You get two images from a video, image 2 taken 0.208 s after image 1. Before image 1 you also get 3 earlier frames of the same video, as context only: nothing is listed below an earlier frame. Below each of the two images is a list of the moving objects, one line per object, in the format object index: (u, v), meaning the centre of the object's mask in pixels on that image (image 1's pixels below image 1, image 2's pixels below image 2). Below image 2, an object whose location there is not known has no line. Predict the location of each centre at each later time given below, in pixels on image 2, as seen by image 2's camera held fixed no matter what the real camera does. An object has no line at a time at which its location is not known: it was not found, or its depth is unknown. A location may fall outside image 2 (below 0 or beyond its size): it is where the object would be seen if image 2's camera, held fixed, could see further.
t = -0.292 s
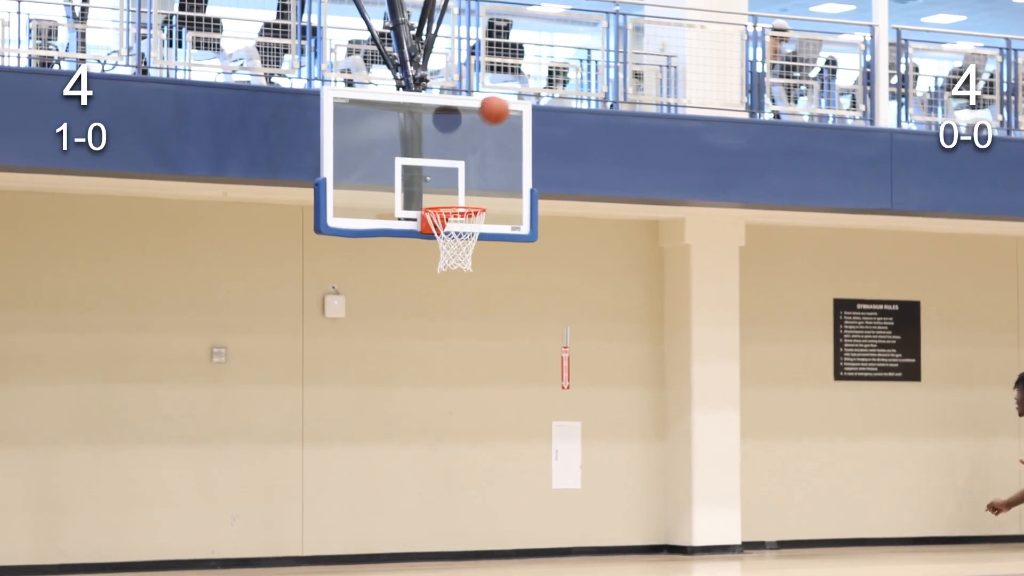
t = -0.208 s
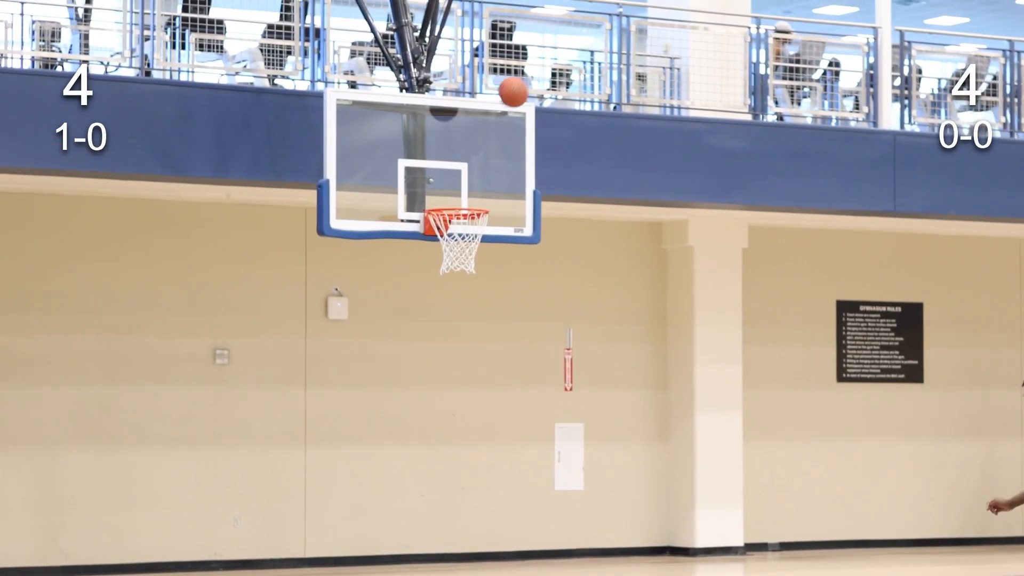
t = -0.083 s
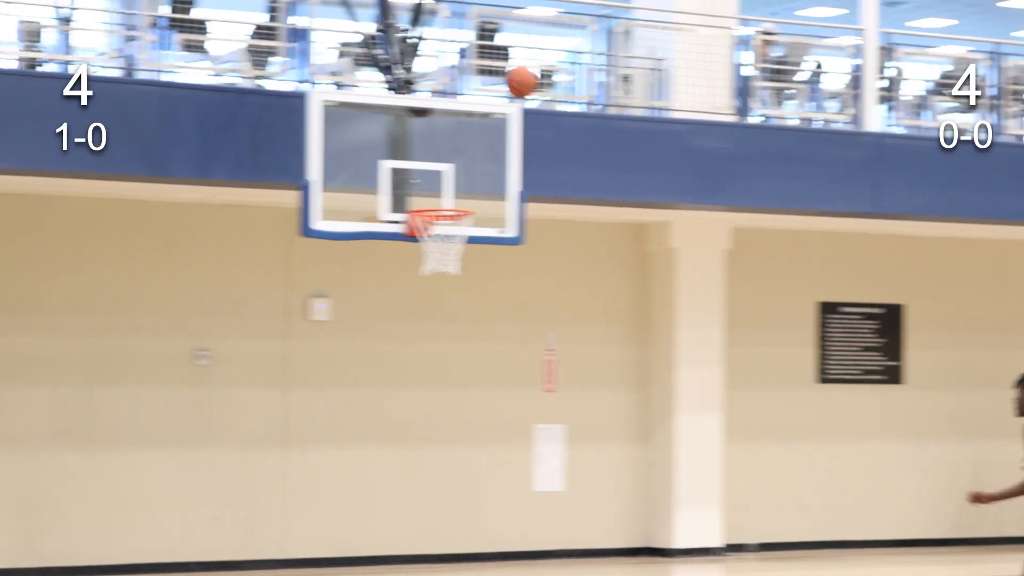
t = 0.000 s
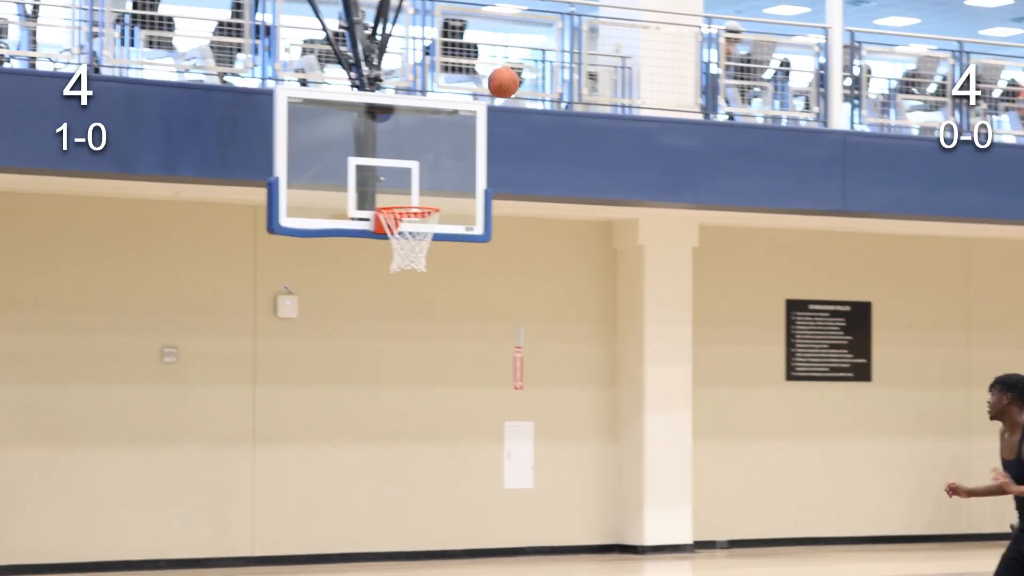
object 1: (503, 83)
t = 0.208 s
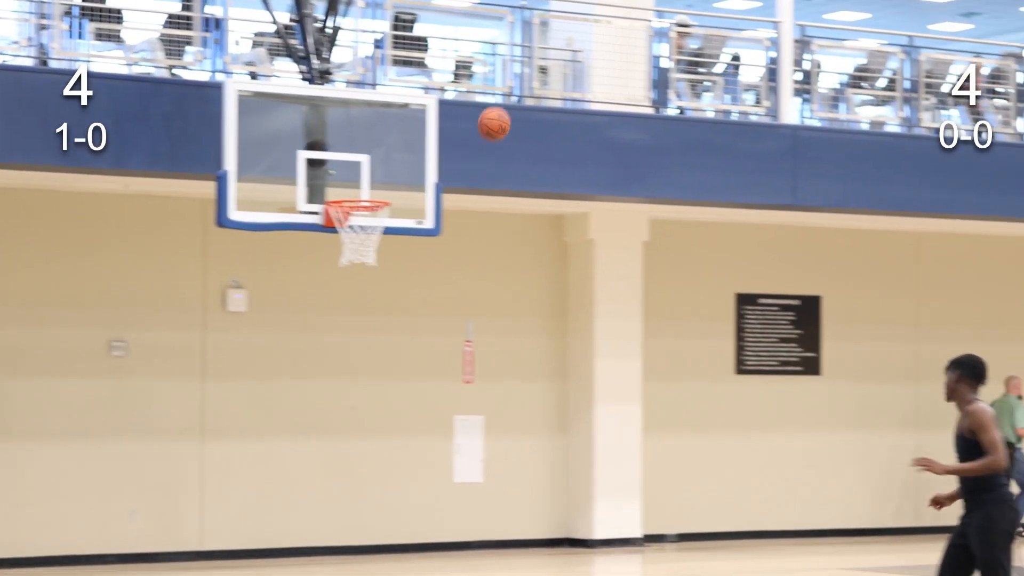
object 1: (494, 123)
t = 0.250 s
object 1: (503, 139)
